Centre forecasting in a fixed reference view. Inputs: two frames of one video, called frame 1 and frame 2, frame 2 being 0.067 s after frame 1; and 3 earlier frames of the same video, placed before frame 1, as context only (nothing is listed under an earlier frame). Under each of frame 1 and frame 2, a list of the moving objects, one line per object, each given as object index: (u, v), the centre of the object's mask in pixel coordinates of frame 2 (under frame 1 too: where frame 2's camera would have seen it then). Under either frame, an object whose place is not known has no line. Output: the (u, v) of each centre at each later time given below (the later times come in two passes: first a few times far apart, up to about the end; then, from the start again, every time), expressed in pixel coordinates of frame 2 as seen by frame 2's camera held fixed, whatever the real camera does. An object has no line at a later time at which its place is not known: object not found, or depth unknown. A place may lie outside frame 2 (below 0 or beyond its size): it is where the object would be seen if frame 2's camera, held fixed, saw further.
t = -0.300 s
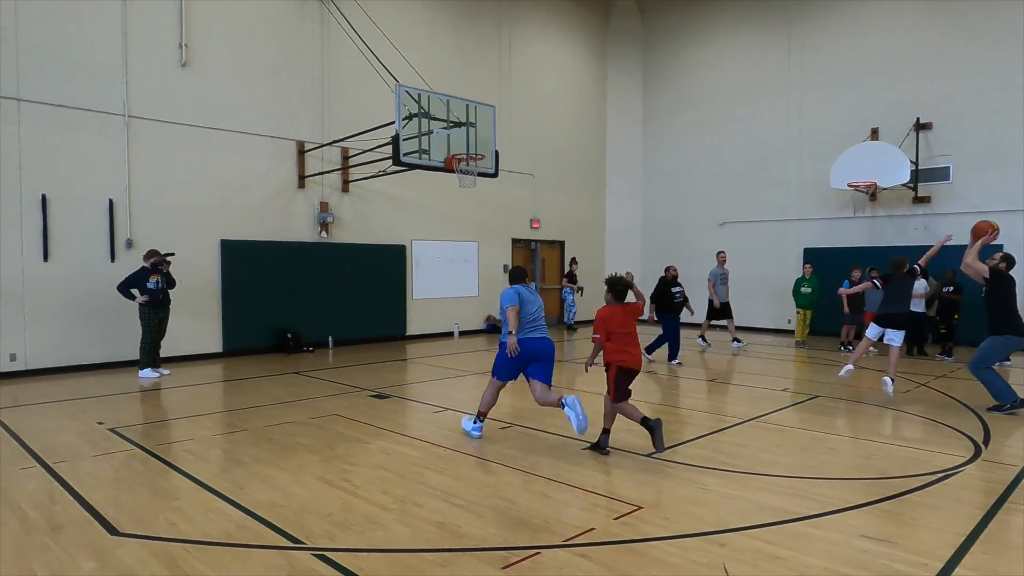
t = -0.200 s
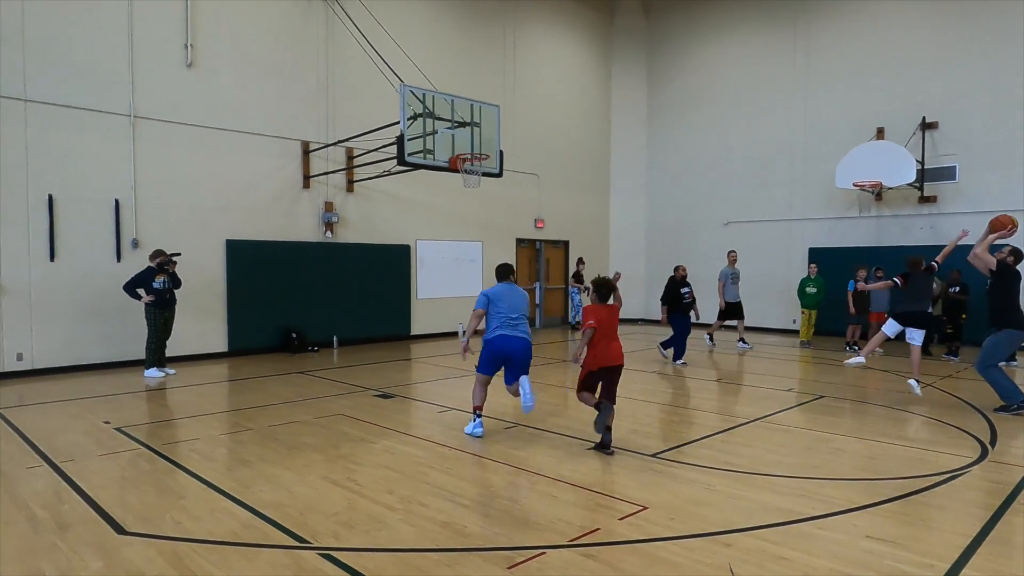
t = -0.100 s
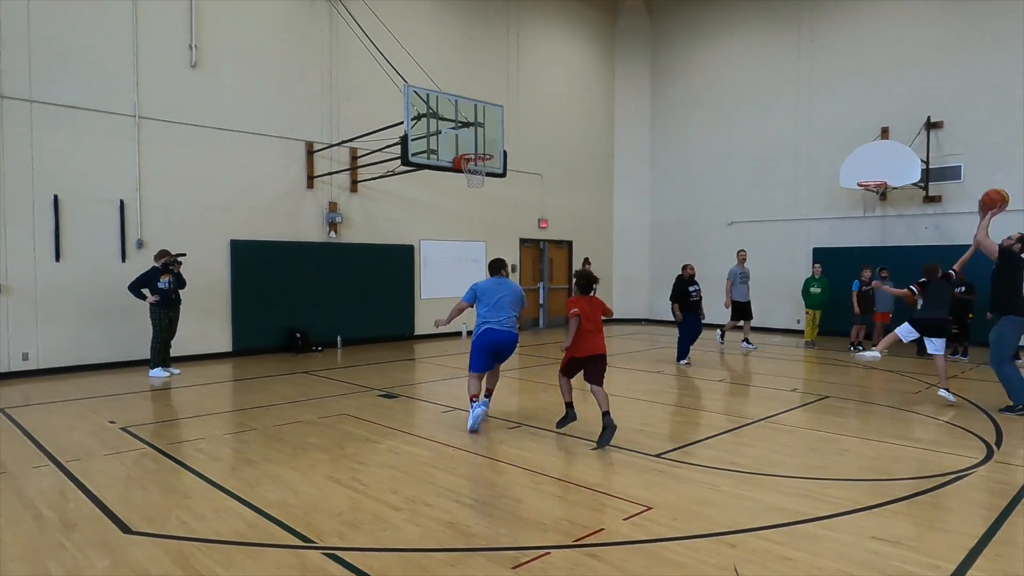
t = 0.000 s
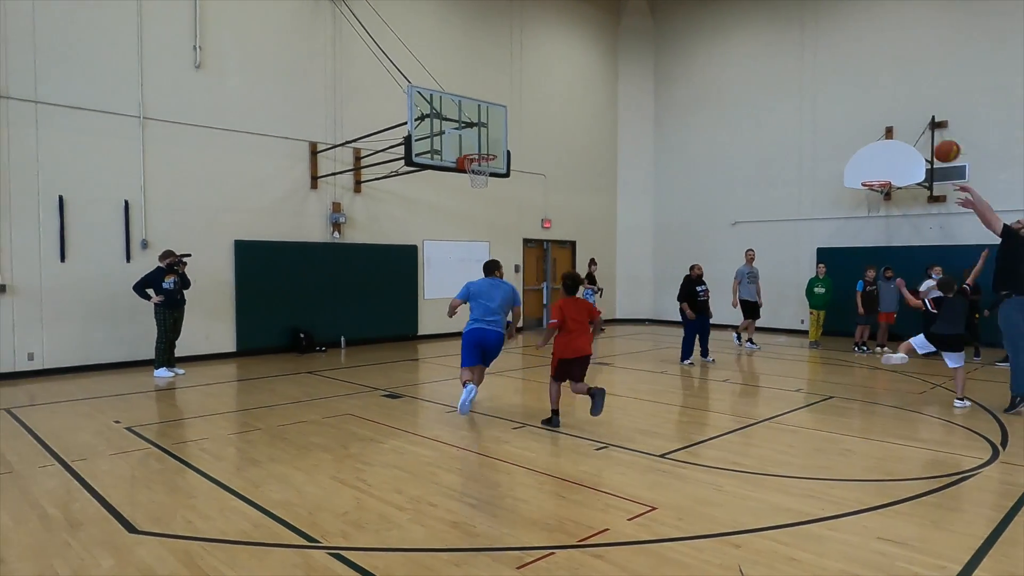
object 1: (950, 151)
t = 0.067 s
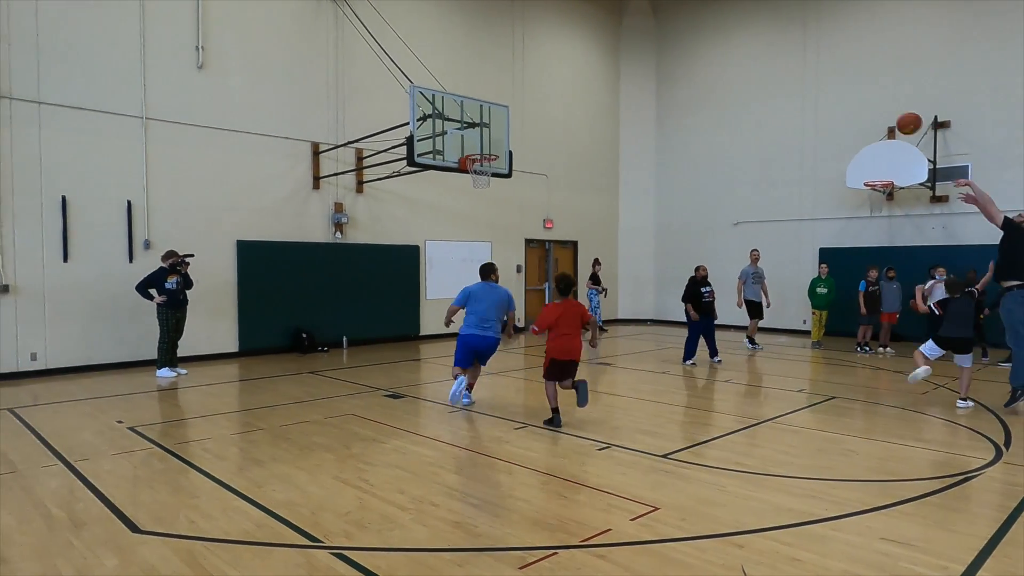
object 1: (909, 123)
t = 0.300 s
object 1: (779, 63)
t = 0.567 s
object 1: (651, 55)
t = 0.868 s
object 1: (530, 109)
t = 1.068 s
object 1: (476, 171)
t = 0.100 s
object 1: (889, 112)
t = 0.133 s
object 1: (870, 101)
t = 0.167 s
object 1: (851, 91)
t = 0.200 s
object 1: (833, 82)
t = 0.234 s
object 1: (814, 75)
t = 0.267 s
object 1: (797, 69)
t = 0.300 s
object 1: (779, 63)
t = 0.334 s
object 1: (762, 59)
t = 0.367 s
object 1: (745, 56)
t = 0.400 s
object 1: (729, 53)
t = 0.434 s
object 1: (713, 52)
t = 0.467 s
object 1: (697, 52)
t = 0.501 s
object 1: (681, 52)
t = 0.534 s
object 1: (666, 53)
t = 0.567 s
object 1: (651, 55)
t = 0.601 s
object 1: (636, 58)
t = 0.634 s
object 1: (622, 62)
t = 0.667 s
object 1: (608, 66)
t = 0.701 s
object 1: (595, 72)
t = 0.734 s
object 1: (581, 78)
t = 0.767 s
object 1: (568, 85)
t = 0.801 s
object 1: (555, 92)
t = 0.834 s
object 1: (542, 100)
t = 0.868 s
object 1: (530, 109)
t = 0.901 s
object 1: (518, 118)
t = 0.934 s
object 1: (506, 128)
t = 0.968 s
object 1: (494, 139)
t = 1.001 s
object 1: (483, 149)
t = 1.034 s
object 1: (474, 161)
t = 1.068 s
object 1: (476, 171)
